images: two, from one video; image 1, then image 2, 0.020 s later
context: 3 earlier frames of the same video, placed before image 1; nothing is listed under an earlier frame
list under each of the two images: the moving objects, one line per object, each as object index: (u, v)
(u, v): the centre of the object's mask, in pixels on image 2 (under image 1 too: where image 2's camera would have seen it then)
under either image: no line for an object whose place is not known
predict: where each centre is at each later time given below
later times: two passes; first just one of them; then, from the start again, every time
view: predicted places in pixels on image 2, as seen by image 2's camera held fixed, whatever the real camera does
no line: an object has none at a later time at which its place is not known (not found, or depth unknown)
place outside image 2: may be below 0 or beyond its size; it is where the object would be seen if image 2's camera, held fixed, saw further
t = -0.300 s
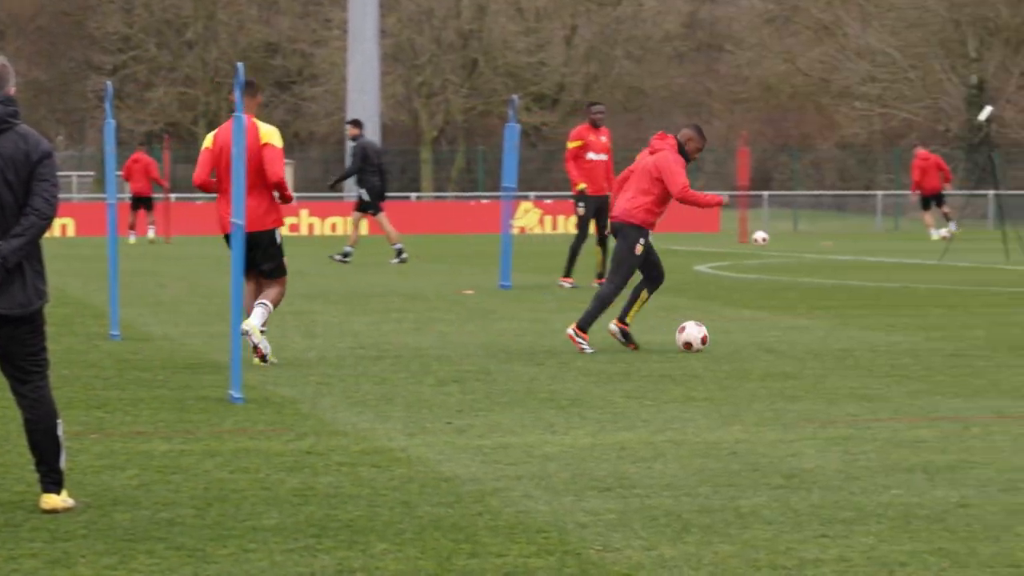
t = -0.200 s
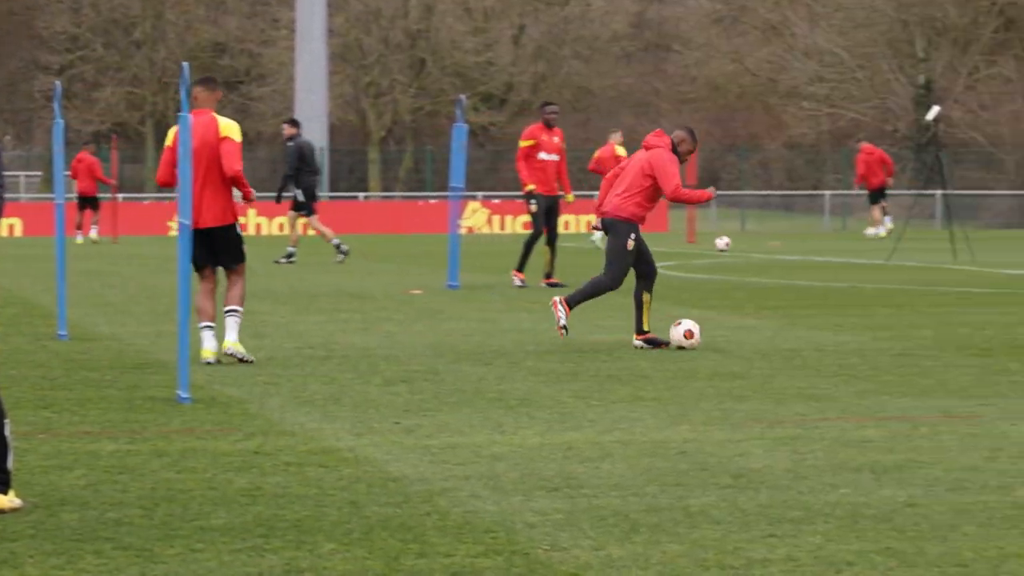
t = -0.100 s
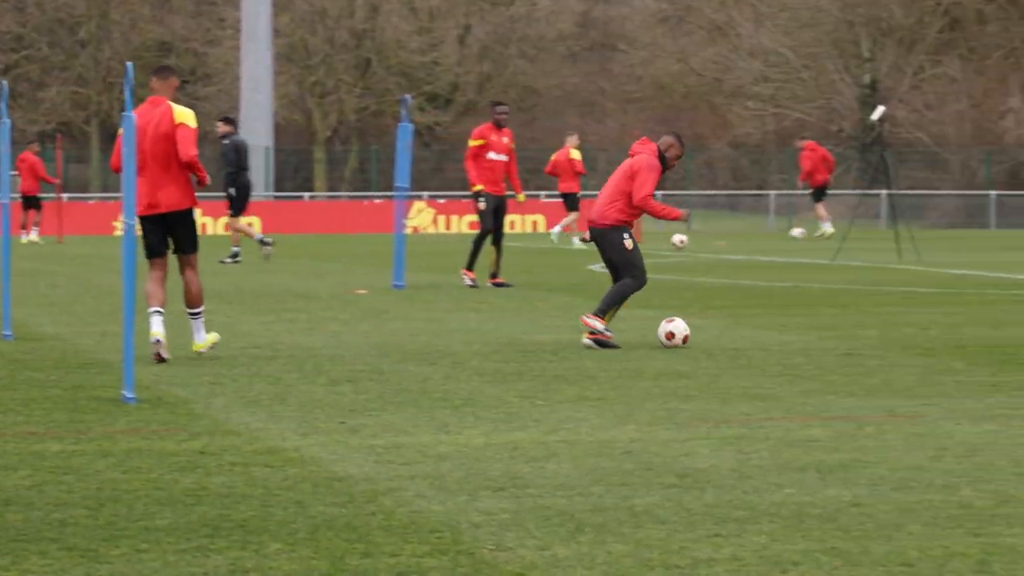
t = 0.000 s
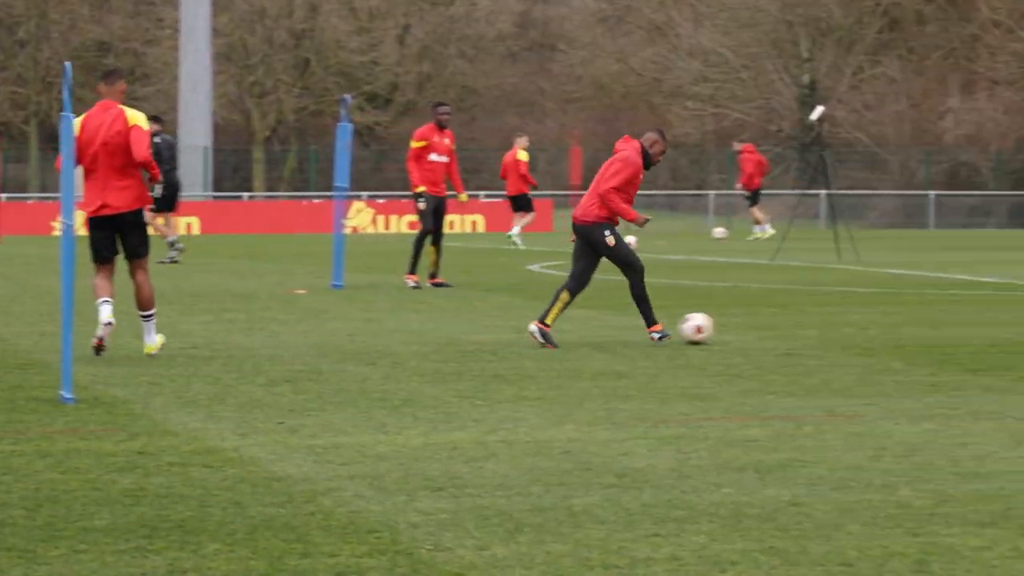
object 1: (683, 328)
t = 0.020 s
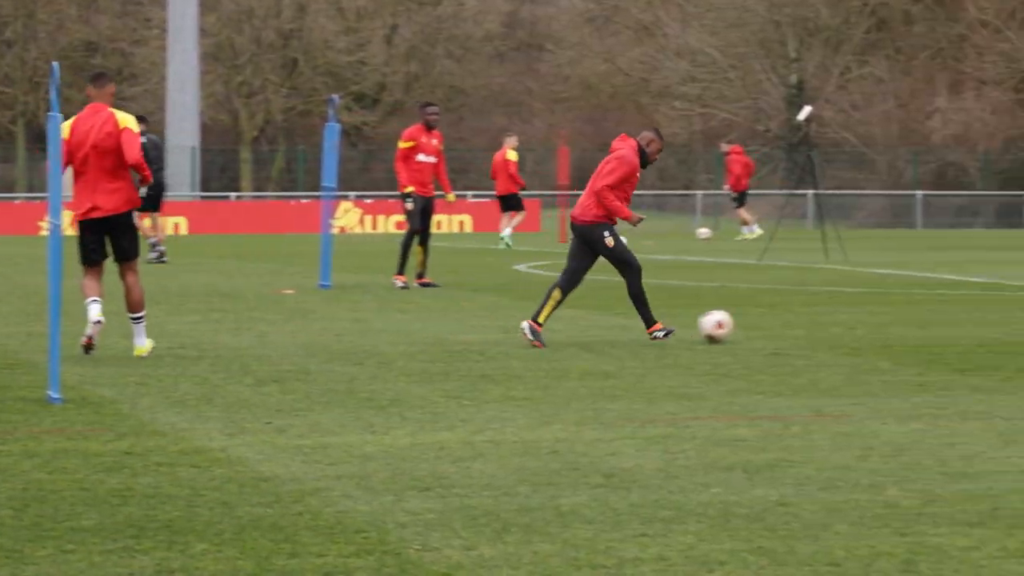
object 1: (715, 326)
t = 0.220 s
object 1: (1011, 316)
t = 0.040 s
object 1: (747, 323)
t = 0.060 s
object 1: (778, 321)
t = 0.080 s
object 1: (809, 320)
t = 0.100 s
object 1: (839, 320)
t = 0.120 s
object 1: (869, 320)
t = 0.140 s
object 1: (898, 321)
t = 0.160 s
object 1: (928, 321)
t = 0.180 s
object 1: (956, 319)
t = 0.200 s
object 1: (984, 317)
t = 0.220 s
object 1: (1011, 316)
